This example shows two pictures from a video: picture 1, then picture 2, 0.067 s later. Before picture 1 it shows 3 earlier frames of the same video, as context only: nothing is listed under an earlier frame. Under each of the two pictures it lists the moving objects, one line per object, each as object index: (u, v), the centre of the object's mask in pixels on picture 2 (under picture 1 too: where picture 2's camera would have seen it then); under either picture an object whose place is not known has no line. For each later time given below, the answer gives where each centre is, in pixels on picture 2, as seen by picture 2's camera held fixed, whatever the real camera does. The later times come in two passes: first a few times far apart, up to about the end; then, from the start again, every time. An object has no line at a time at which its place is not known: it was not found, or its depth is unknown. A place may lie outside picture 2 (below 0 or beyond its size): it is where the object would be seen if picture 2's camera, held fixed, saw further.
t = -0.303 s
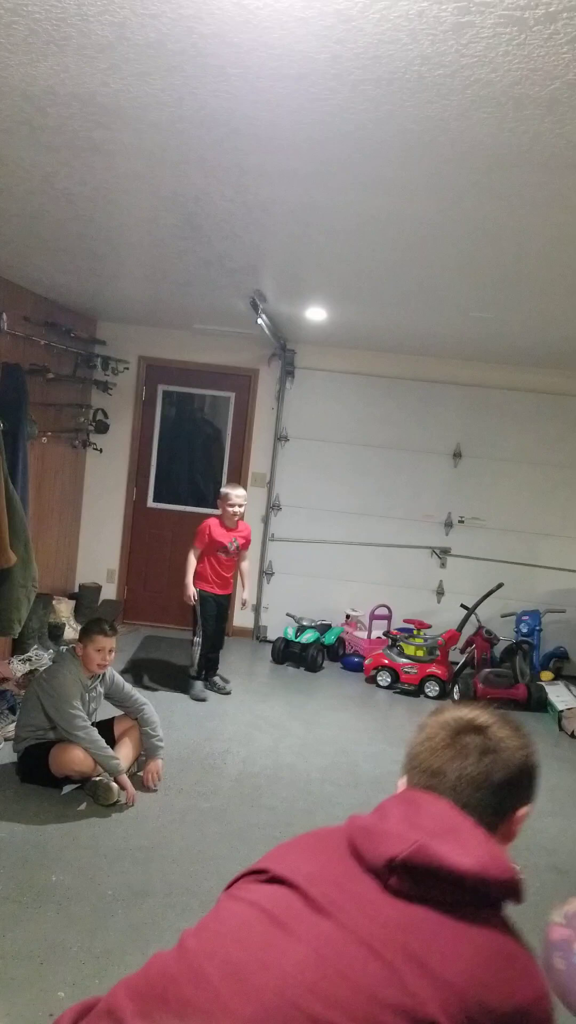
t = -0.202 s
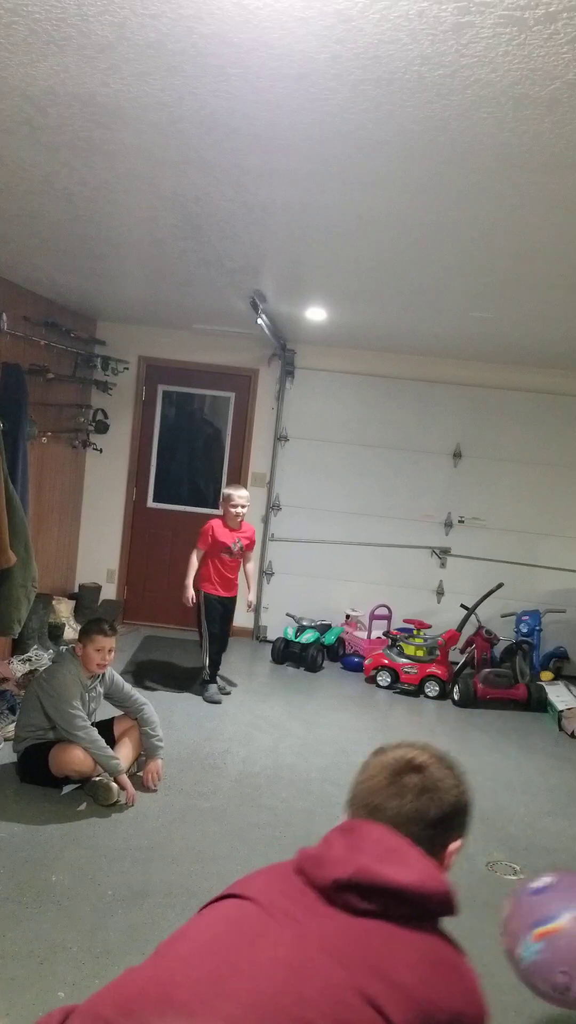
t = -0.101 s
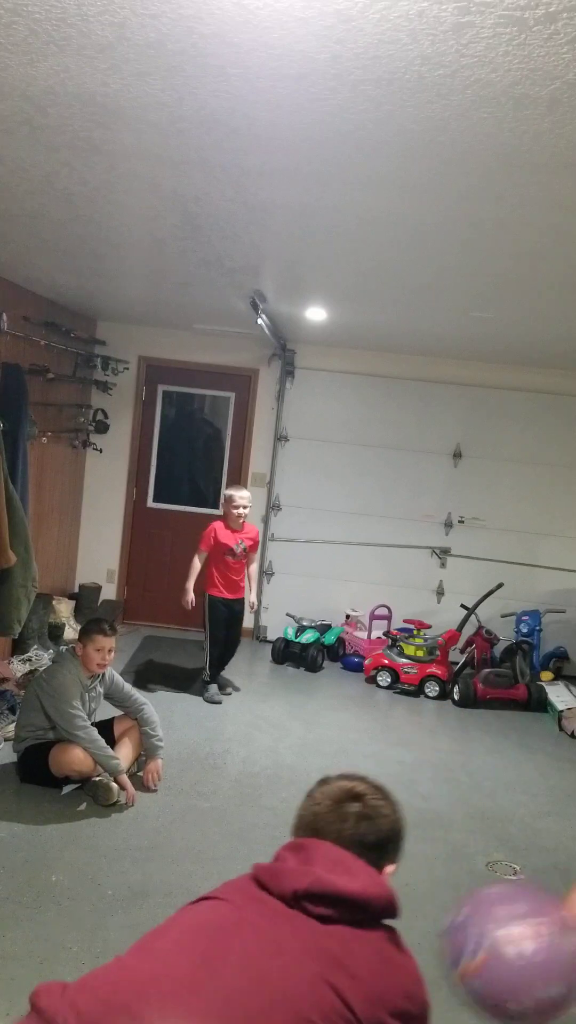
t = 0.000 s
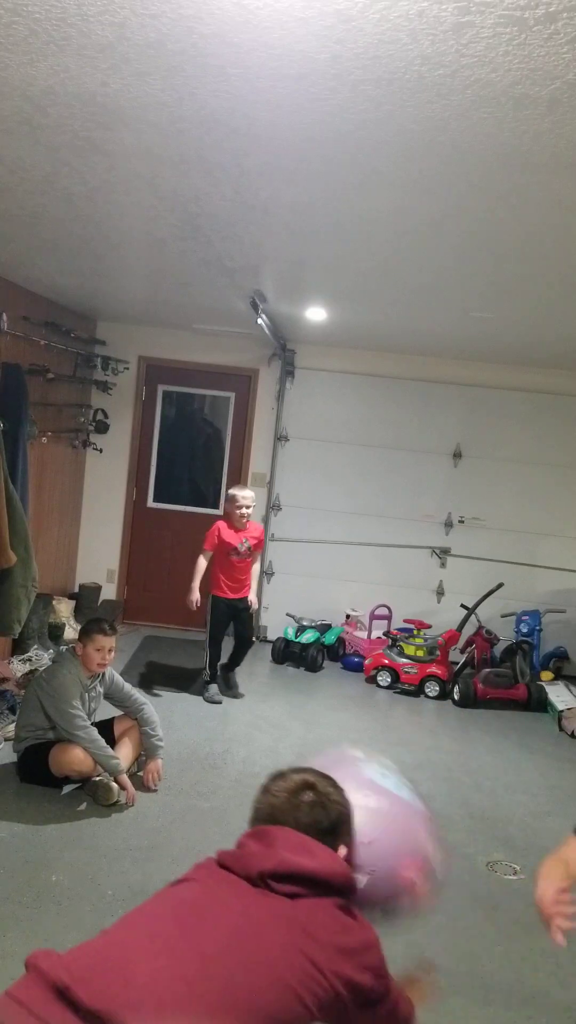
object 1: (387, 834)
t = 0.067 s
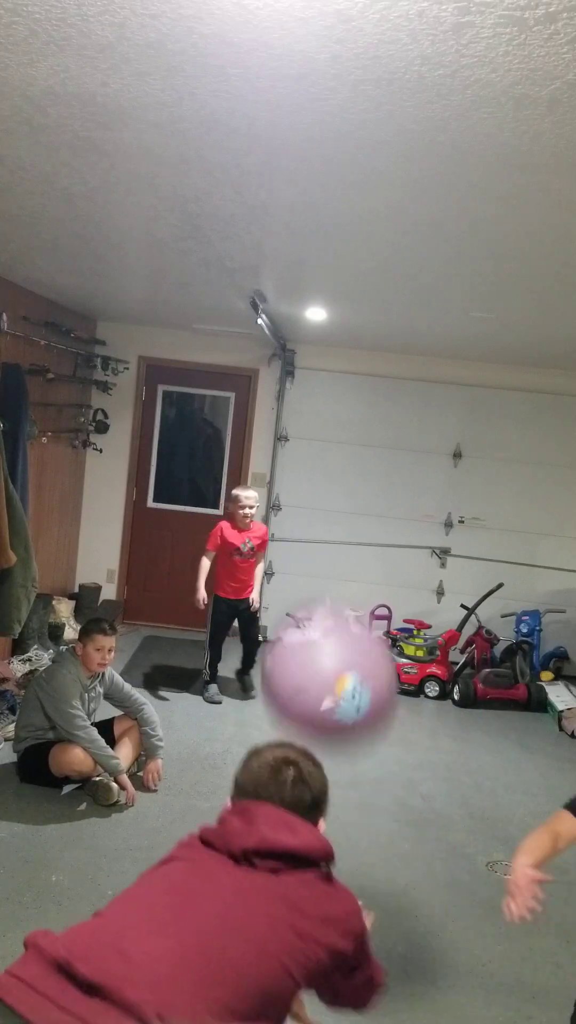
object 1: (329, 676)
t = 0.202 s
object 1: (304, 471)
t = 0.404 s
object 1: (263, 363)
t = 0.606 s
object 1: (224, 367)
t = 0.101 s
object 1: (323, 609)
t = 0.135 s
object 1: (318, 556)
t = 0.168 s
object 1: (312, 506)
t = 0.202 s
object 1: (304, 471)
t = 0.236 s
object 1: (295, 441)
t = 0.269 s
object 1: (289, 418)
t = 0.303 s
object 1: (283, 399)
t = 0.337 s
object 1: (277, 384)
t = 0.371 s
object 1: (270, 372)
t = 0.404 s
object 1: (263, 363)
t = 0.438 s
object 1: (256, 356)
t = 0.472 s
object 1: (249, 354)
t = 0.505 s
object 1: (242, 354)
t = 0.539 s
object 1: (236, 356)
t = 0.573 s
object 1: (231, 362)
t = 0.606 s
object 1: (224, 367)
